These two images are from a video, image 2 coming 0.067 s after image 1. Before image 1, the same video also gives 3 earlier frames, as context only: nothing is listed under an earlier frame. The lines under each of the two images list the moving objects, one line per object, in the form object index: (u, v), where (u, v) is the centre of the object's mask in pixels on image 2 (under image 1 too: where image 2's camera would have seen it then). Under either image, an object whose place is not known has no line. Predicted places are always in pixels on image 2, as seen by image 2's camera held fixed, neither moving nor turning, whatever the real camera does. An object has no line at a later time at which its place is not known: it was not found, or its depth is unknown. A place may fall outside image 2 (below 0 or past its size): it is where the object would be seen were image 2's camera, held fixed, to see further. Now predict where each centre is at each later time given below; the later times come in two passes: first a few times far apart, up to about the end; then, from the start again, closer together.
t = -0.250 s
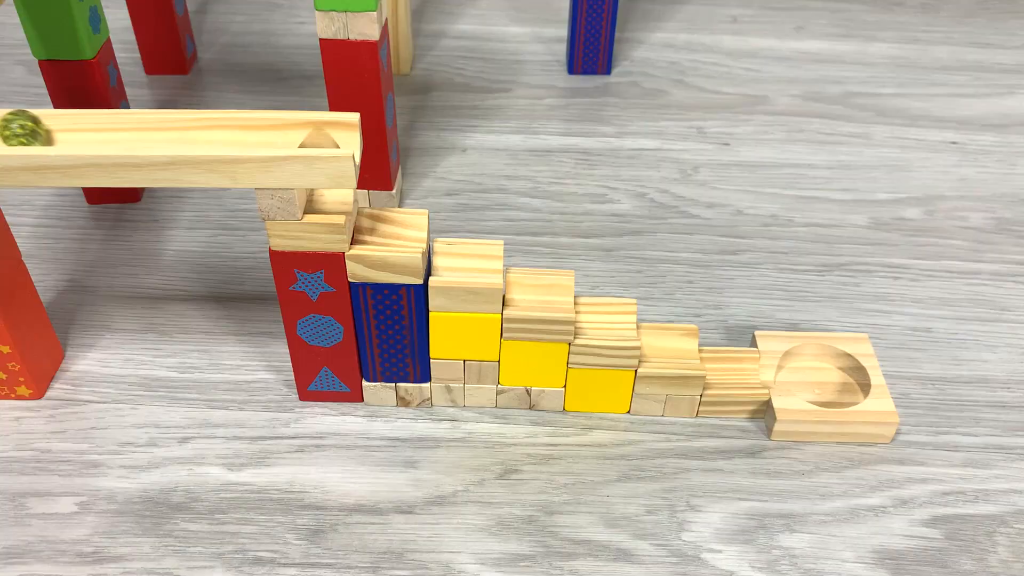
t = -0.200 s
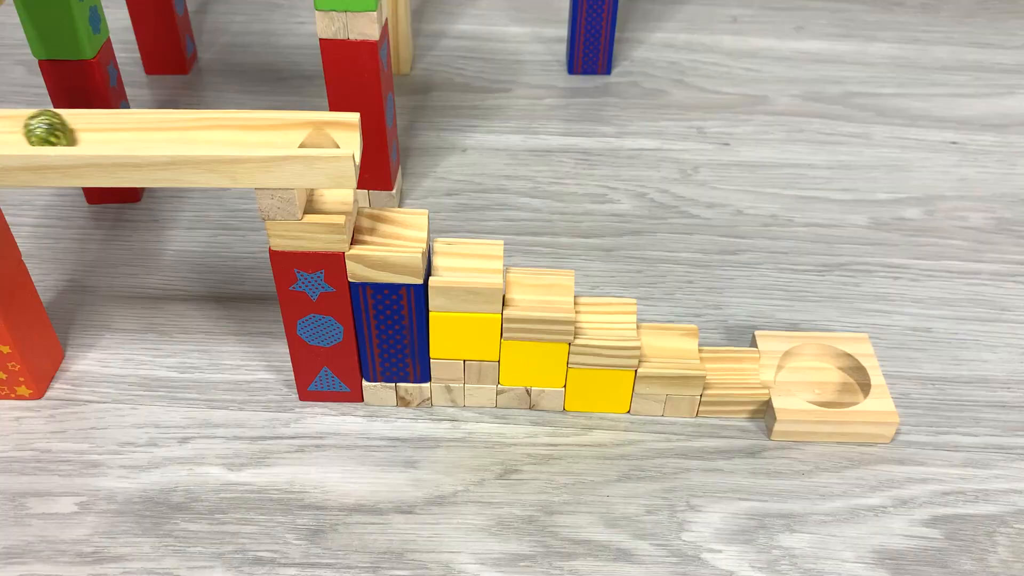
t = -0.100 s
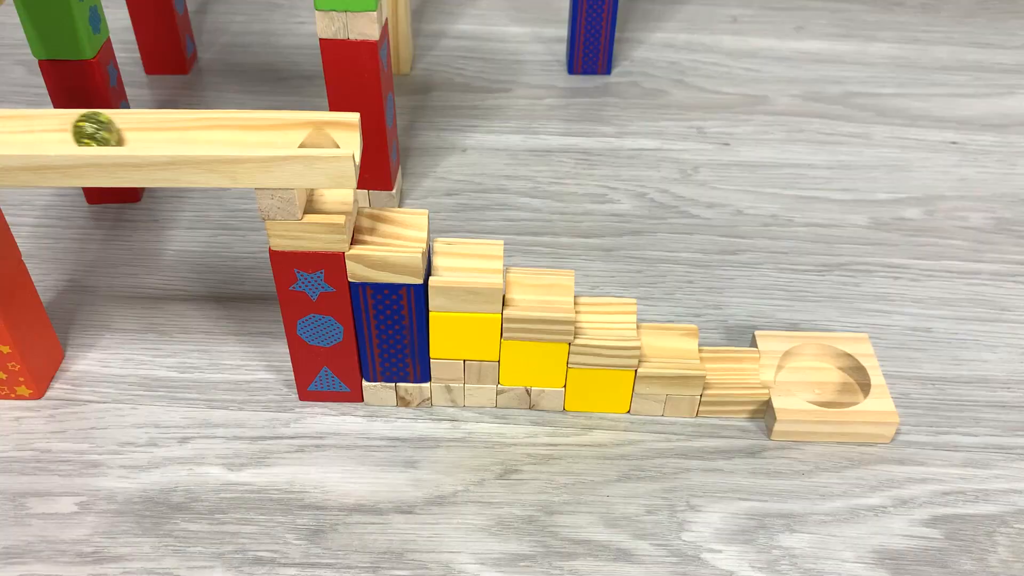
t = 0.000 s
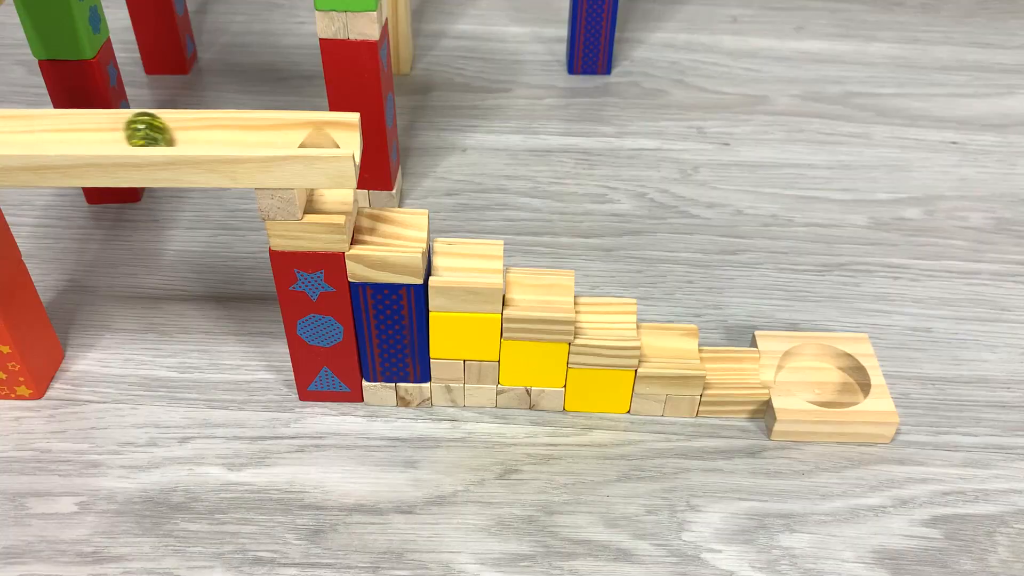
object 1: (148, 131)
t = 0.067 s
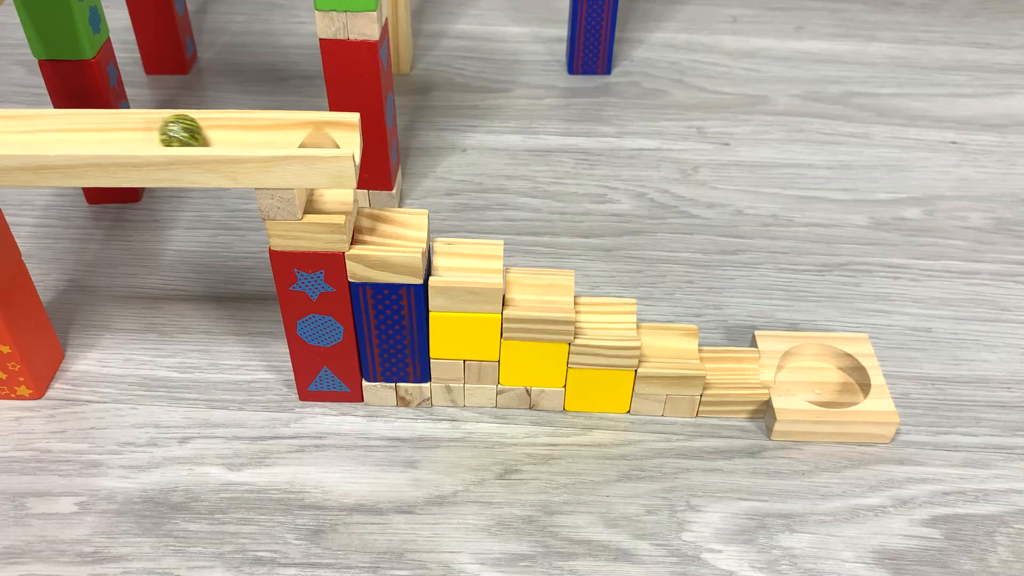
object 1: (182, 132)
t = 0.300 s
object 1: (317, 140)
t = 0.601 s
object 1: (354, 197)
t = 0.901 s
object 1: (455, 248)
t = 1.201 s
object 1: (573, 287)
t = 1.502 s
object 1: (705, 349)
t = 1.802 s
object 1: (836, 384)
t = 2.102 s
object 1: (838, 383)
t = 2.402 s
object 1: (840, 381)
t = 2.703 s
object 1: (840, 381)
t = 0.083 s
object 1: (190, 132)
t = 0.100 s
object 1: (201, 133)
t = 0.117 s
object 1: (210, 133)
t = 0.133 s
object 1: (220, 133)
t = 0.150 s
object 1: (229, 133)
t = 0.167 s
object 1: (238, 133)
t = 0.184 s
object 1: (247, 134)
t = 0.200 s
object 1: (257, 134)
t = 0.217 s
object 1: (267, 134)
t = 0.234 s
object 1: (276, 134)
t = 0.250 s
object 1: (286, 134)
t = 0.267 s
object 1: (296, 134)
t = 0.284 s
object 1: (306, 136)
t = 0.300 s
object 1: (317, 140)
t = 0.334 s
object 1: (329, 201)
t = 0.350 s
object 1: (327, 201)
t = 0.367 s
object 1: (328, 200)
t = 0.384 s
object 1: (329, 200)
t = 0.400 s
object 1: (329, 201)
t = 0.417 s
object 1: (330, 201)
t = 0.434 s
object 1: (335, 200)
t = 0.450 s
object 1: (337, 199)
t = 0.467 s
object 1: (337, 199)
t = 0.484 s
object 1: (338, 200)
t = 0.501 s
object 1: (339, 201)
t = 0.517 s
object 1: (341, 201)
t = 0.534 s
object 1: (344, 200)
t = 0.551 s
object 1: (346, 200)
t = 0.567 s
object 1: (349, 199)
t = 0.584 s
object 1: (351, 197)
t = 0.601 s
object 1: (354, 197)
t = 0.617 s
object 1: (356, 198)
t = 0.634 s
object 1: (358, 200)
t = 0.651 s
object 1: (363, 203)
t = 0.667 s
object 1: (369, 210)
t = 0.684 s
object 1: (377, 224)
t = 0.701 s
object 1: (386, 228)
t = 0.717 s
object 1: (391, 223)
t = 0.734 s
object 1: (396, 221)
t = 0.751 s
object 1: (402, 223)
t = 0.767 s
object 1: (407, 226)
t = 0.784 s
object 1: (411, 229)
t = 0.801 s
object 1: (417, 229)
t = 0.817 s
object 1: (422, 230)
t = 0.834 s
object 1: (426, 230)
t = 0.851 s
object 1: (433, 229)
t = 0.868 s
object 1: (440, 230)
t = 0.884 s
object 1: (447, 235)
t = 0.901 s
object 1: (455, 248)
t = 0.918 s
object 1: (461, 256)
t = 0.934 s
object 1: (467, 259)
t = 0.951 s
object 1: (473, 259)
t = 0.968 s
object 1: (479, 260)
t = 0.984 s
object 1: (486, 259)
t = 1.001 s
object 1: (492, 257)
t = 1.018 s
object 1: (499, 256)
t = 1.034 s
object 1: (505, 257)
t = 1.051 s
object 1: (512, 260)
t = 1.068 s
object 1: (522, 271)
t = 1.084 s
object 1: (527, 282)
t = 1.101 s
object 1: (535, 290)
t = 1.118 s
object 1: (542, 292)
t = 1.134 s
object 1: (548, 291)
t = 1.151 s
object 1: (555, 292)
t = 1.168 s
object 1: (561, 291)
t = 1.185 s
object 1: (567, 288)
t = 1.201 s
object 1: (573, 287)
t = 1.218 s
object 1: (579, 289)
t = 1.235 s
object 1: (586, 292)
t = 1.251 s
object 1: (592, 300)
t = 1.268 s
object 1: (599, 315)
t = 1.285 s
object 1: (606, 318)
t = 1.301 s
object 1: (615, 320)
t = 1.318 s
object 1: (623, 321)
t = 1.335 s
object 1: (631, 321)
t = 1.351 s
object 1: (639, 319)
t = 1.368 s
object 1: (647, 320)
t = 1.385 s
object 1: (654, 324)
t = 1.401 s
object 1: (662, 336)
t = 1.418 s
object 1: (669, 344)
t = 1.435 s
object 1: (678, 346)
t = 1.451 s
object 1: (685, 347)
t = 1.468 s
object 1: (692, 348)
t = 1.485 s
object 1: (698, 349)
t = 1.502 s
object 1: (705, 349)
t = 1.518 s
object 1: (712, 347)
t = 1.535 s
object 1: (718, 348)
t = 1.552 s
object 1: (724, 355)
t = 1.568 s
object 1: (728, 365)
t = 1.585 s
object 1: (738, 370)
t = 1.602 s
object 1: (746, 371)
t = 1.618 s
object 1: (753, 371)
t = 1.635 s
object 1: (759, 372)
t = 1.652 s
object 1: (764, 371)
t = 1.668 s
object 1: (771, 369)
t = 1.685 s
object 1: (777, 369)
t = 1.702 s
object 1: (785, 372)
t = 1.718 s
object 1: (793, 377)
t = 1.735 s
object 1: (801, 379)
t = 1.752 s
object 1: (809, 382)
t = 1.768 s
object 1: (818, 383)
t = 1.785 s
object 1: (827, 384)
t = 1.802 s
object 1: (836, 384)
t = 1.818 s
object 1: (844, 384)
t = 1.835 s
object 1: (850, 384)
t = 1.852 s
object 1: (849, 383)
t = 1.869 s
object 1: (848, 382)
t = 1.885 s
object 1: (848, 382)
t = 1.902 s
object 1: (847, 381)
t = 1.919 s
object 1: (846, 381)
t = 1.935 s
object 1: (845, 381)
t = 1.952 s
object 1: (844, 381)
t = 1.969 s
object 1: (842, 381)
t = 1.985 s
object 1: (841, 382)
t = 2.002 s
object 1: (840, 382)
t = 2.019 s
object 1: (839, 382)
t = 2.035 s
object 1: (838, 382)
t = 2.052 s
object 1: (837, 382)
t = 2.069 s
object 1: (837, 382)
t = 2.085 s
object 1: (838, 383)
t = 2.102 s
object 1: (838, 383)
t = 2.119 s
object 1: (838, 383)
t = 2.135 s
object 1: (837, 382)
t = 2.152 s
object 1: (838, 382)
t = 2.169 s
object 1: (838, 382)
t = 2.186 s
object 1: (839, 382)
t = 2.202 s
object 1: (839, 382)
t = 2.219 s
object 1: (840, 382)
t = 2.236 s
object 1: (841, 381)
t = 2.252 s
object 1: (842, 380)
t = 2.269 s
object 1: (843, 380)
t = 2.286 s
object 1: (844, 380)
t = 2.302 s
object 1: (844, 381)
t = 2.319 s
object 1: (844, 381)
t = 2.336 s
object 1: (843, 382)
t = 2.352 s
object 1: (842, 382)
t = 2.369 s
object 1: (841, 382)
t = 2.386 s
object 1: (840, 382)
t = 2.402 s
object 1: (840, 381)
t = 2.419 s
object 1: (840, 380)
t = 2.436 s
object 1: (840, 380)
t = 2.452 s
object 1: (840, 379)
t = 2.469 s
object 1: (840, 380)
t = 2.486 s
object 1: (839, 380)
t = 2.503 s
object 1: (840, 381)
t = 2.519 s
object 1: (840, 381)
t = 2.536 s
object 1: (841, 382)
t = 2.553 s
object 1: (842, 382)
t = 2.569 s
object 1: (843, 382)
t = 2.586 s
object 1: (844, 382)
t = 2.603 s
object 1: (844, 382)
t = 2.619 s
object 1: (844, 382)
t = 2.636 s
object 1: (843, 382)
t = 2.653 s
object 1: (841, 382)
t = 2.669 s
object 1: (841, 382)
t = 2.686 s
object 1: (840, 381)
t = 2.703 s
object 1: (840, 381)
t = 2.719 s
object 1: (840, 380)
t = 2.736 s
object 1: (840, 380)
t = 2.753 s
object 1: (840, 380)
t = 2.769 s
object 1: (840, 381)
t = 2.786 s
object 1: (840, 381)
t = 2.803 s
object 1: (841, 381)
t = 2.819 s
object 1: (842, 382)
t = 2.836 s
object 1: (843, 382)
